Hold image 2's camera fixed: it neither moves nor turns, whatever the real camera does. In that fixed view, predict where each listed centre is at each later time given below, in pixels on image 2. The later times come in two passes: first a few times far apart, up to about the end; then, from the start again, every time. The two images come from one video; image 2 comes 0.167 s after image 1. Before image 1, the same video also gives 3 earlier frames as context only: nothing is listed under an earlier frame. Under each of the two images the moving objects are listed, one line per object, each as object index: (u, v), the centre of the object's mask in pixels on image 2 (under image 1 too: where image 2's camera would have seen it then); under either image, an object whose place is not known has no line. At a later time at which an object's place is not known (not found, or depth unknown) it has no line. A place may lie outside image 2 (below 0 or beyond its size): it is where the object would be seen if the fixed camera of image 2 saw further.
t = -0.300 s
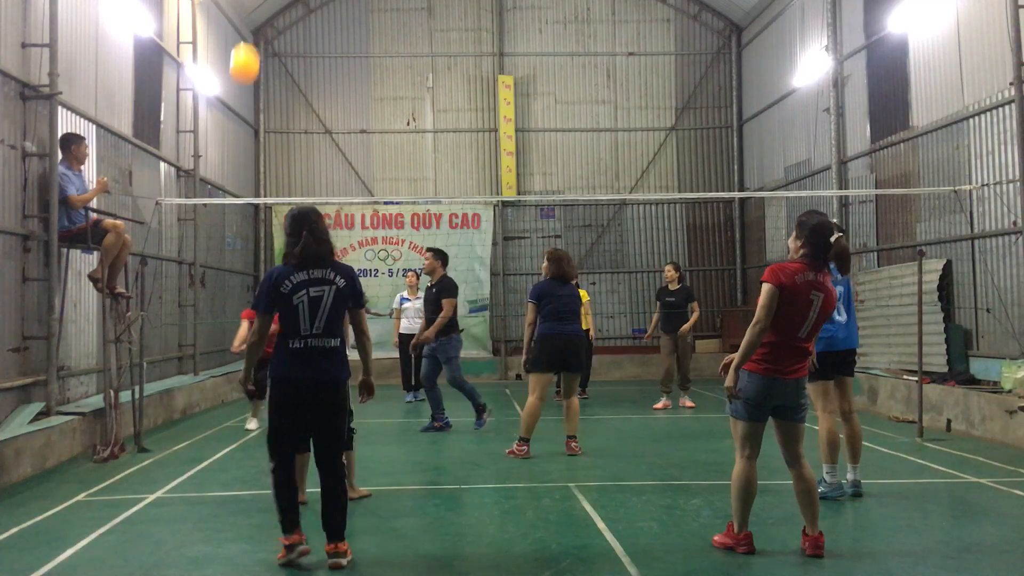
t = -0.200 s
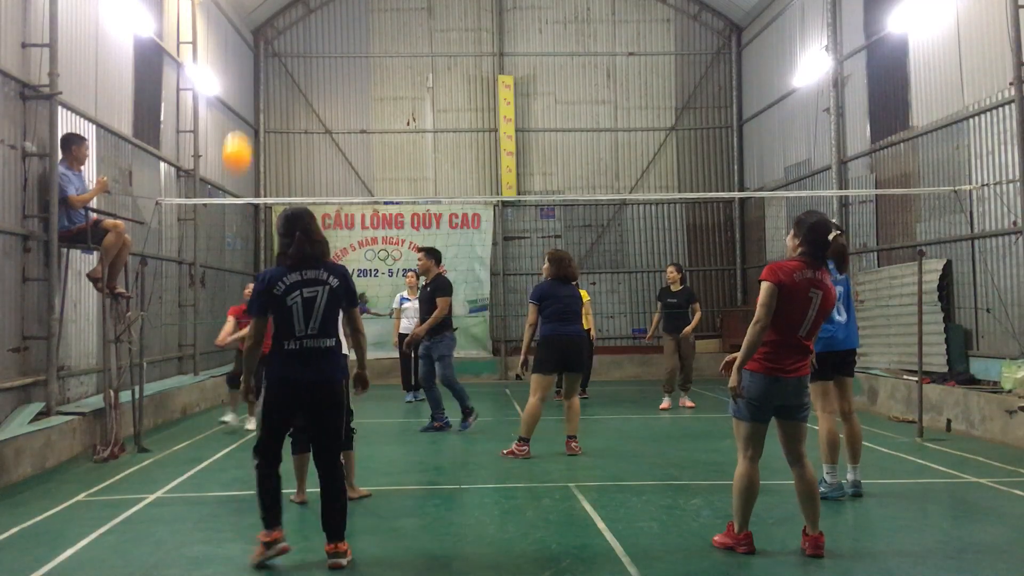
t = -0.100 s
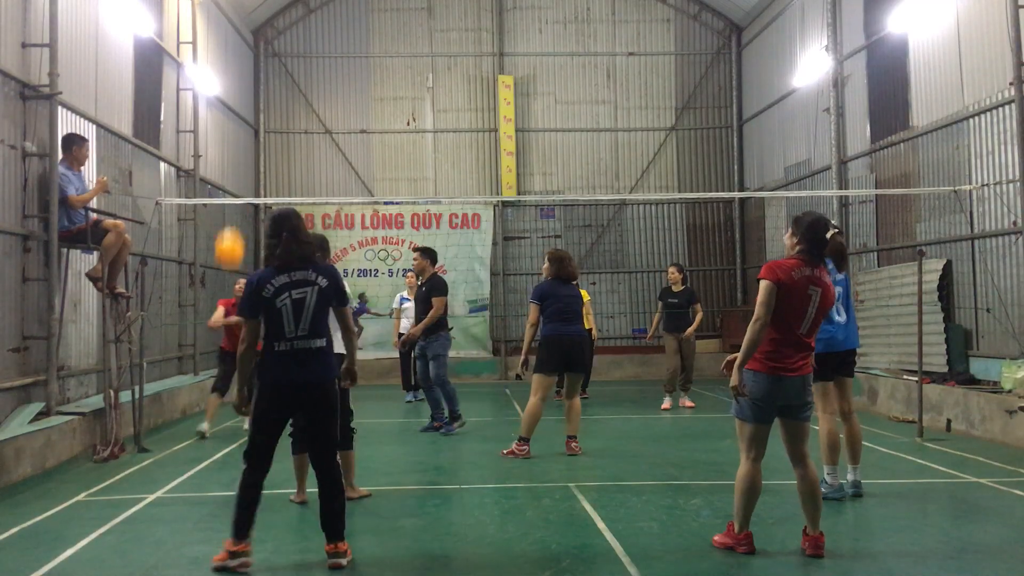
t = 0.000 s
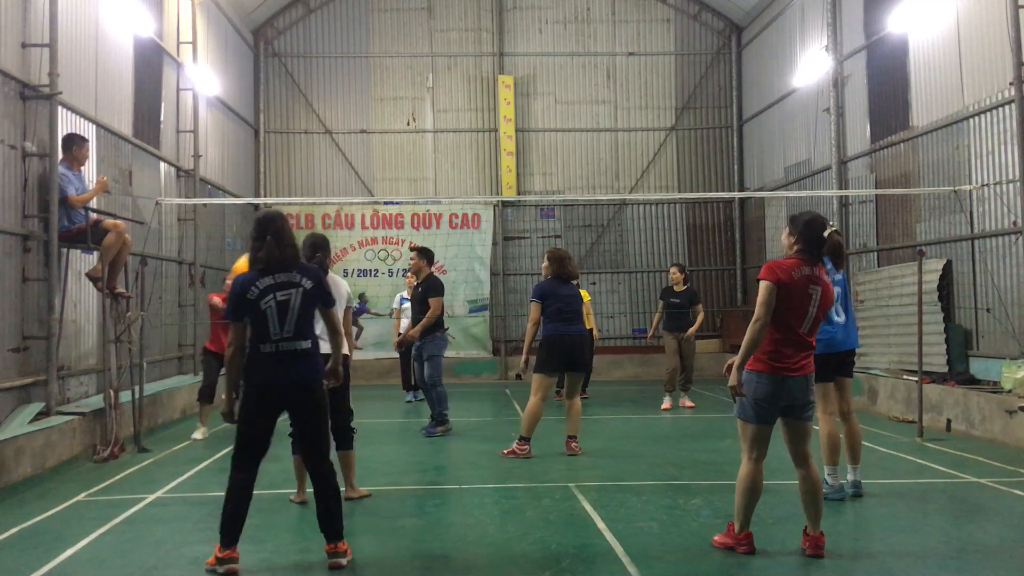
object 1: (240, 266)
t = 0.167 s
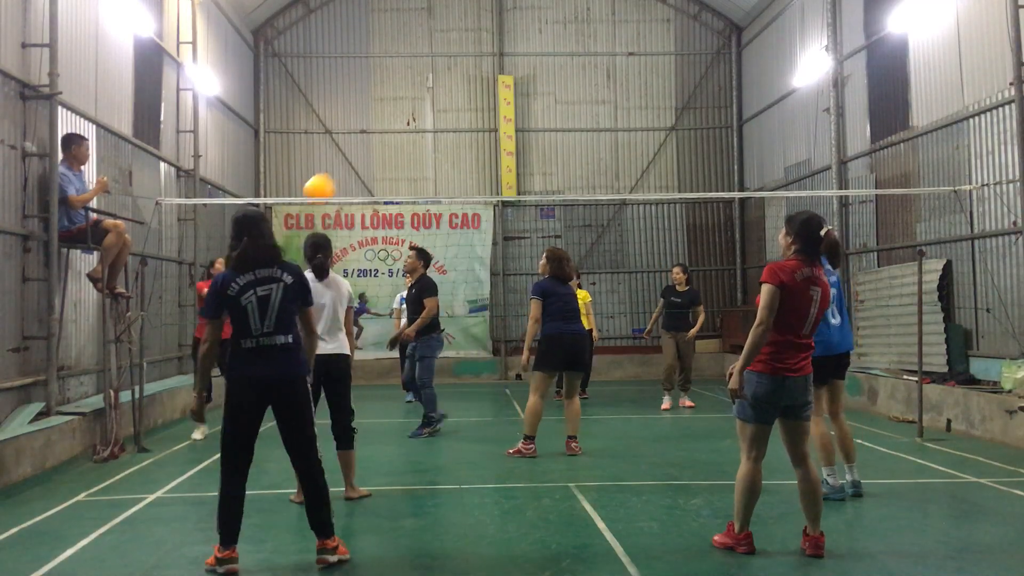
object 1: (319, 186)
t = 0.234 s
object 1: (347, 165)
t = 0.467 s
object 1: (436, 119)
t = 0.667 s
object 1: (511, 130)
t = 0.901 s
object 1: (592, 196)
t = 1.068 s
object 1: (646, 276)
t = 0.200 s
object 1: (333, 177)
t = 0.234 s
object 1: (347, 165)
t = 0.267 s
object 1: (360, 156)
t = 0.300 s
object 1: (373, 146)
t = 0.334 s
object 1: (386, 139)
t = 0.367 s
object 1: (399, 132)
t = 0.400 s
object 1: (412, 126)
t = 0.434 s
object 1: (425, 122)
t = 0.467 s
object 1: (436, 119)
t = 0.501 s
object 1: (450, 117)
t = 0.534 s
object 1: (462, 117)
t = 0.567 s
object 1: (474, 118)
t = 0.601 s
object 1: (487, 121)
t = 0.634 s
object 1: (499, 125)
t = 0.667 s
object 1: (511, 130)
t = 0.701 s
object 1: (523, 135)
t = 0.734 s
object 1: (534, 143)
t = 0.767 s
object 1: (546, 151)
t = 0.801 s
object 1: (558, 160)
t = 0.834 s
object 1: (569, 171)
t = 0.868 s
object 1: (580, 181)
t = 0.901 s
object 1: (592, 196)
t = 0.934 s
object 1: (603, 211)
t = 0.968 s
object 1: (614, 224)
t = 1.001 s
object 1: (624, 241)
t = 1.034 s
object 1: (635, 258)
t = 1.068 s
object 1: (646, 276)
